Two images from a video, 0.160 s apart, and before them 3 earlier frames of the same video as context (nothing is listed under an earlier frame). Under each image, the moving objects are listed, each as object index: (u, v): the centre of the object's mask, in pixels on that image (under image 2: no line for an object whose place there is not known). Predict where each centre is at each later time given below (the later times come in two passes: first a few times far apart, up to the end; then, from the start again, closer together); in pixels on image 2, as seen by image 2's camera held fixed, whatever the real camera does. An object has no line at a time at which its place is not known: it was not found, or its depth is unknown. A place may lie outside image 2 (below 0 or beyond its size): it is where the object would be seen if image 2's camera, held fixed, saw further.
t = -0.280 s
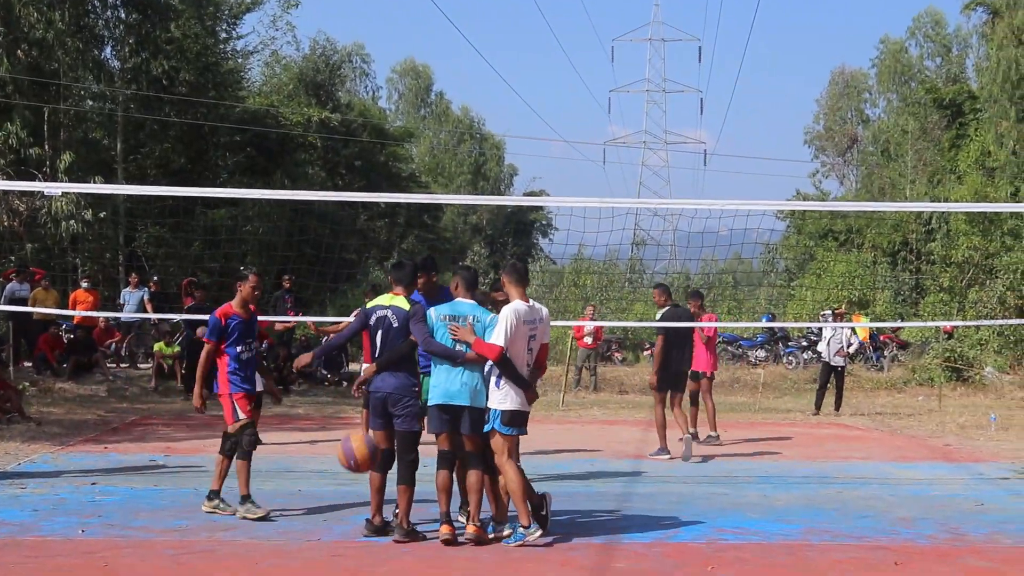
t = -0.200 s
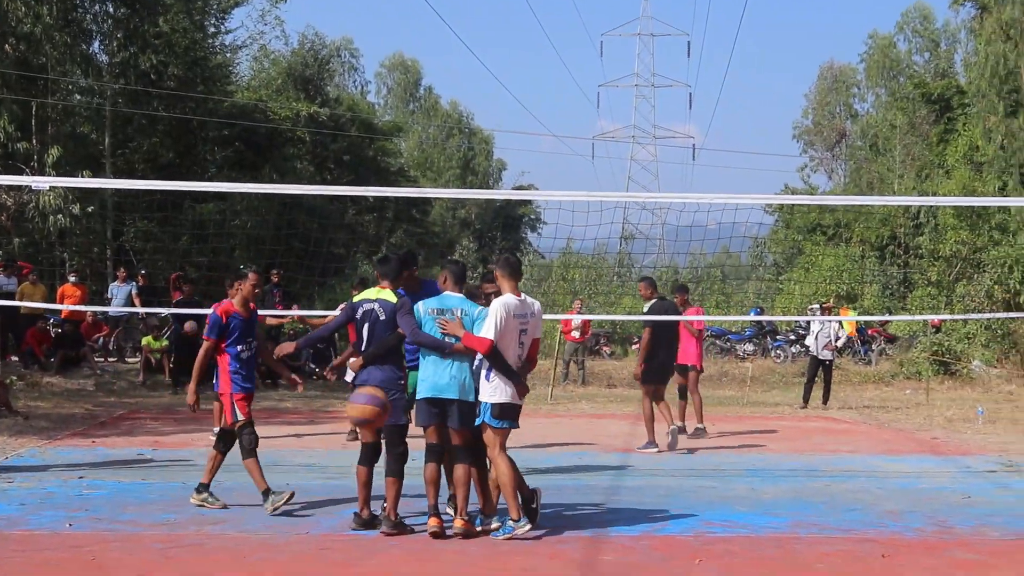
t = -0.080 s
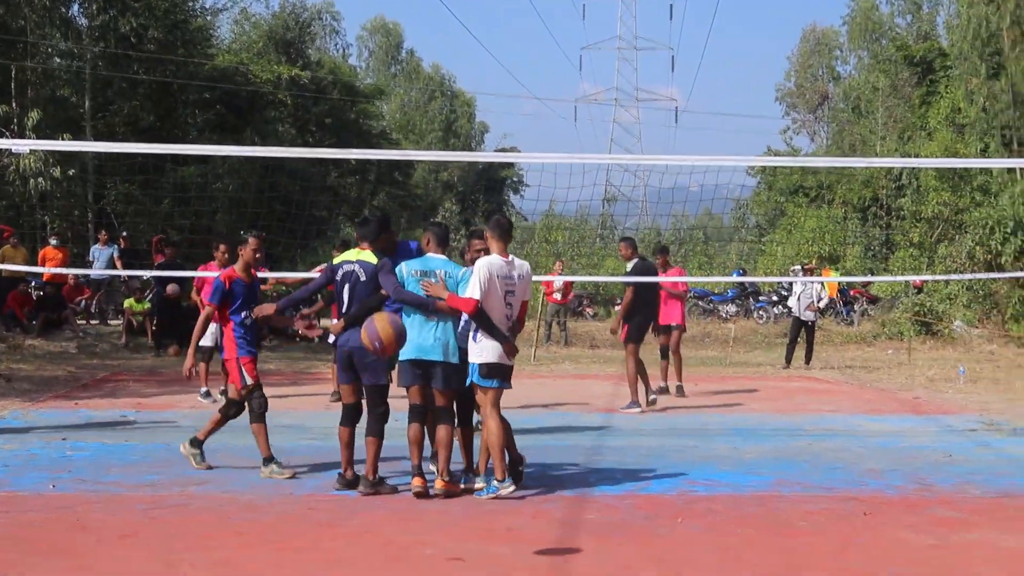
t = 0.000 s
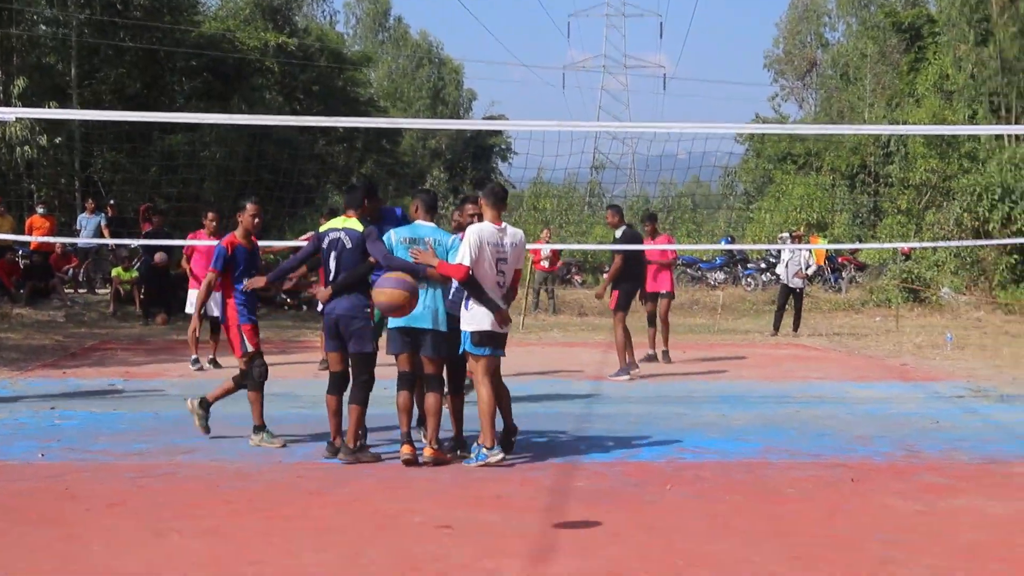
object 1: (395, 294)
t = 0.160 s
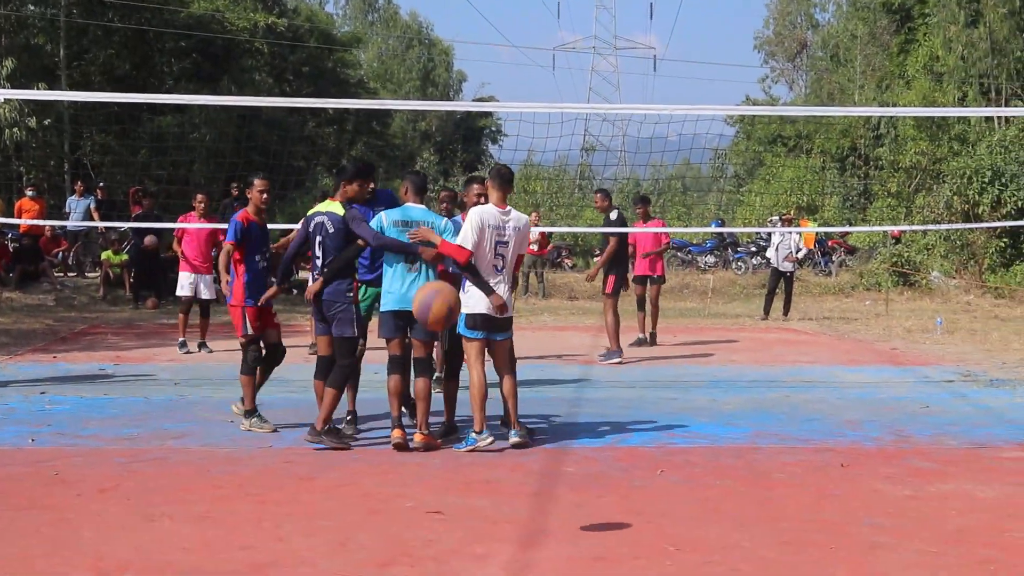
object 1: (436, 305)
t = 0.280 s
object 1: (477, 368)
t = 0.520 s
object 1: (568, 545)
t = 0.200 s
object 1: (449, 324)
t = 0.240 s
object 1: (463, 345)
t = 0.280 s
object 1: (477, 368)
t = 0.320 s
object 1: (491, 400)
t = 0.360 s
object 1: (506, 435)
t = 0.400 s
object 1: (522, 476)
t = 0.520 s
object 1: (568, 545)
